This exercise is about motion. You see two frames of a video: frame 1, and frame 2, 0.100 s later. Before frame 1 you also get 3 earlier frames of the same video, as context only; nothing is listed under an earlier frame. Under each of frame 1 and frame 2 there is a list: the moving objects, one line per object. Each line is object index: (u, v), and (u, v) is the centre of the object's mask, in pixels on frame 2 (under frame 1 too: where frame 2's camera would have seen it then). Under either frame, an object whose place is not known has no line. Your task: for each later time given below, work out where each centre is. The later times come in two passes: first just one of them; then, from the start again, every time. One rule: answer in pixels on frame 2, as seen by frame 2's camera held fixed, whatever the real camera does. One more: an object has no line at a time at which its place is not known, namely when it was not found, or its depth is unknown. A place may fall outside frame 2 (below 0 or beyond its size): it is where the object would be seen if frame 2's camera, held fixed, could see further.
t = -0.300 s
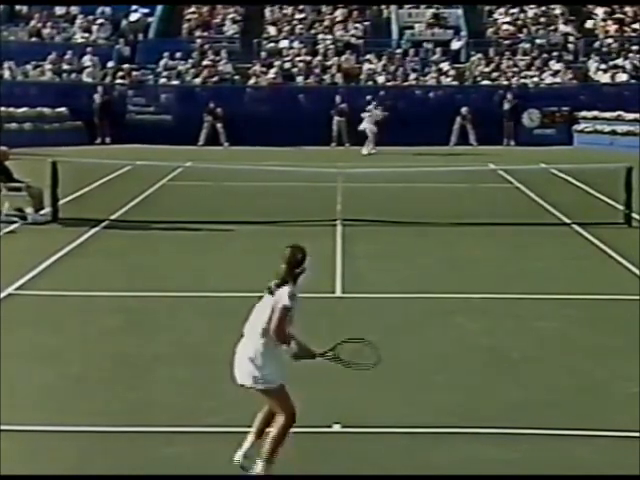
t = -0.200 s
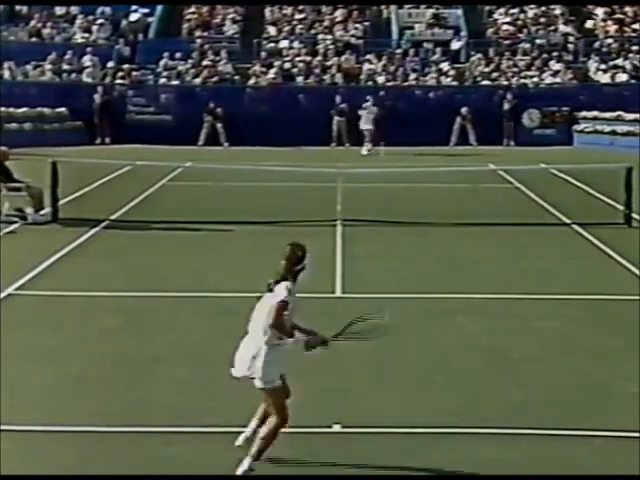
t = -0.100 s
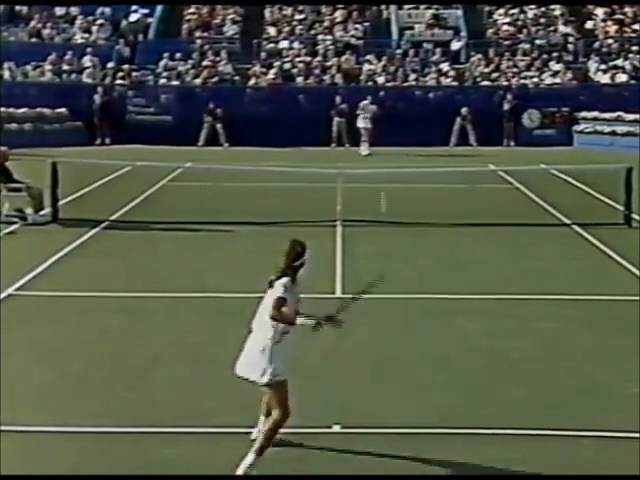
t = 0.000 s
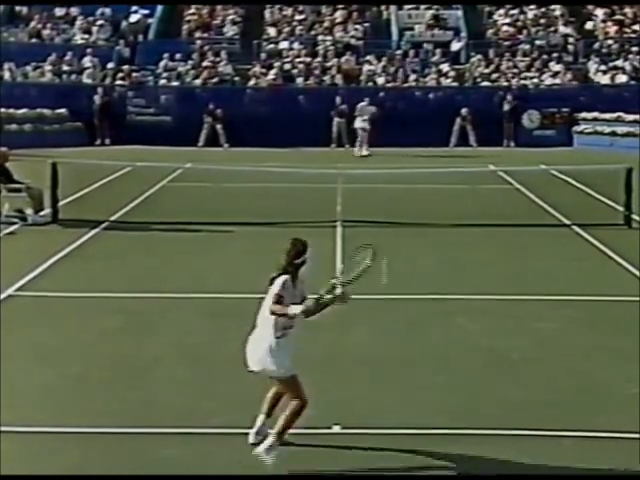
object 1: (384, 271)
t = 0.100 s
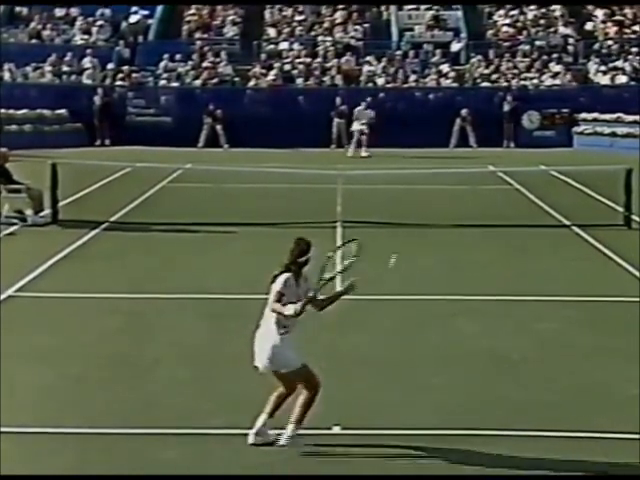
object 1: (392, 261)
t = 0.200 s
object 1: (403, 231)
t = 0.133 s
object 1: (396, 250)
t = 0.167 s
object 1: (400, 240)
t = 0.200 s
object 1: (403, 231)
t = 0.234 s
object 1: (409, 222)
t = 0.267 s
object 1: (413, 214)
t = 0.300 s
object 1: (418, 206)
